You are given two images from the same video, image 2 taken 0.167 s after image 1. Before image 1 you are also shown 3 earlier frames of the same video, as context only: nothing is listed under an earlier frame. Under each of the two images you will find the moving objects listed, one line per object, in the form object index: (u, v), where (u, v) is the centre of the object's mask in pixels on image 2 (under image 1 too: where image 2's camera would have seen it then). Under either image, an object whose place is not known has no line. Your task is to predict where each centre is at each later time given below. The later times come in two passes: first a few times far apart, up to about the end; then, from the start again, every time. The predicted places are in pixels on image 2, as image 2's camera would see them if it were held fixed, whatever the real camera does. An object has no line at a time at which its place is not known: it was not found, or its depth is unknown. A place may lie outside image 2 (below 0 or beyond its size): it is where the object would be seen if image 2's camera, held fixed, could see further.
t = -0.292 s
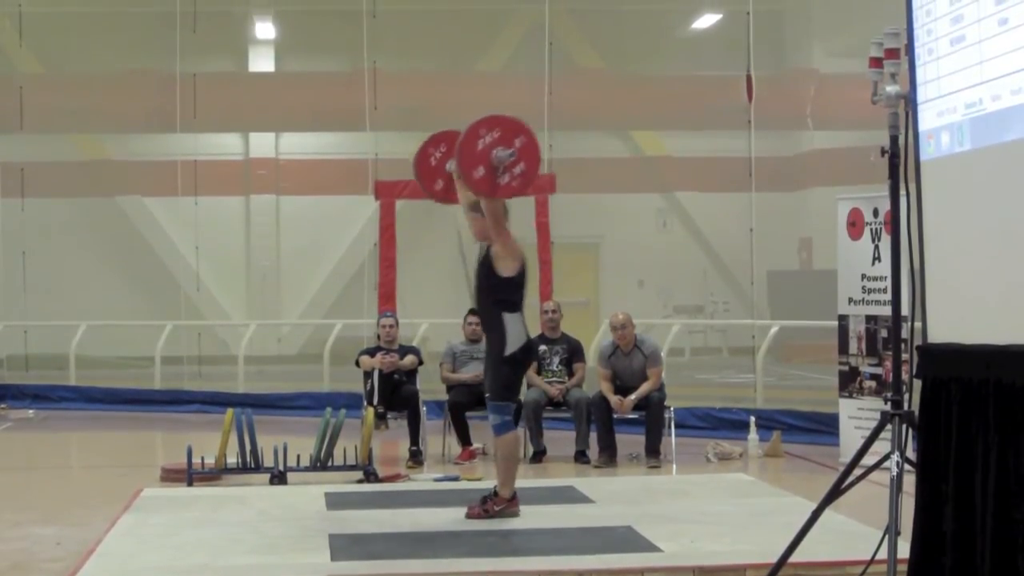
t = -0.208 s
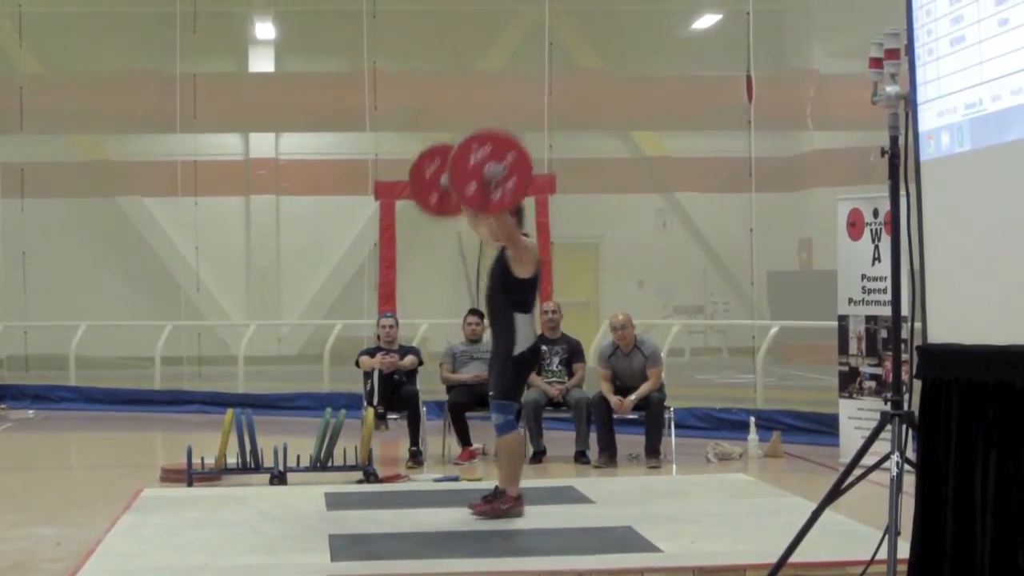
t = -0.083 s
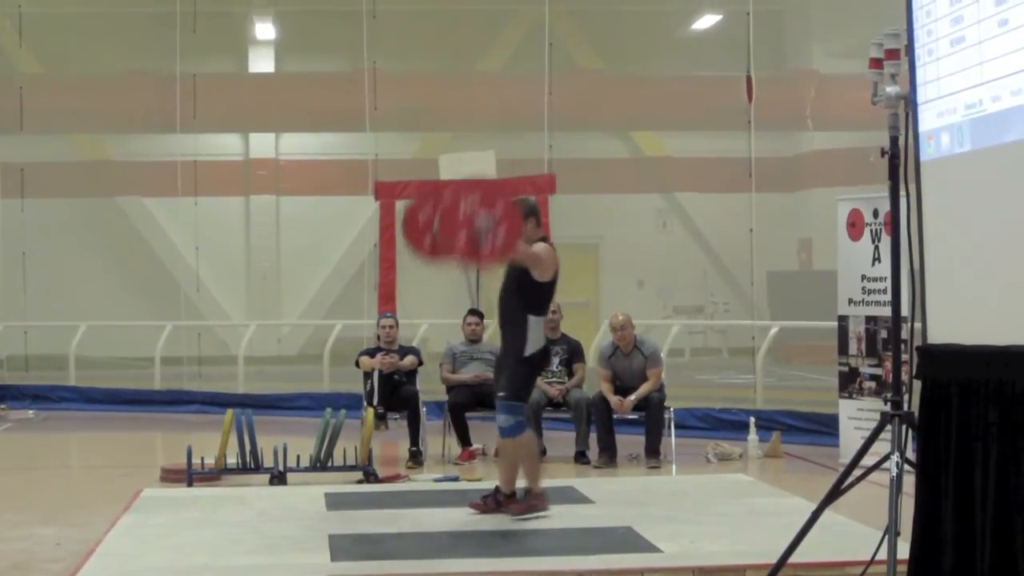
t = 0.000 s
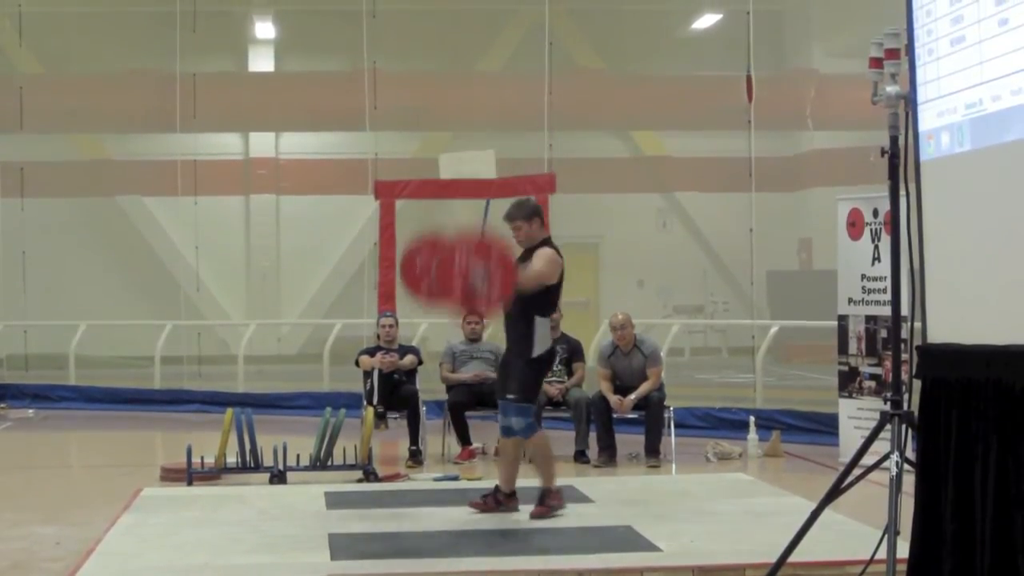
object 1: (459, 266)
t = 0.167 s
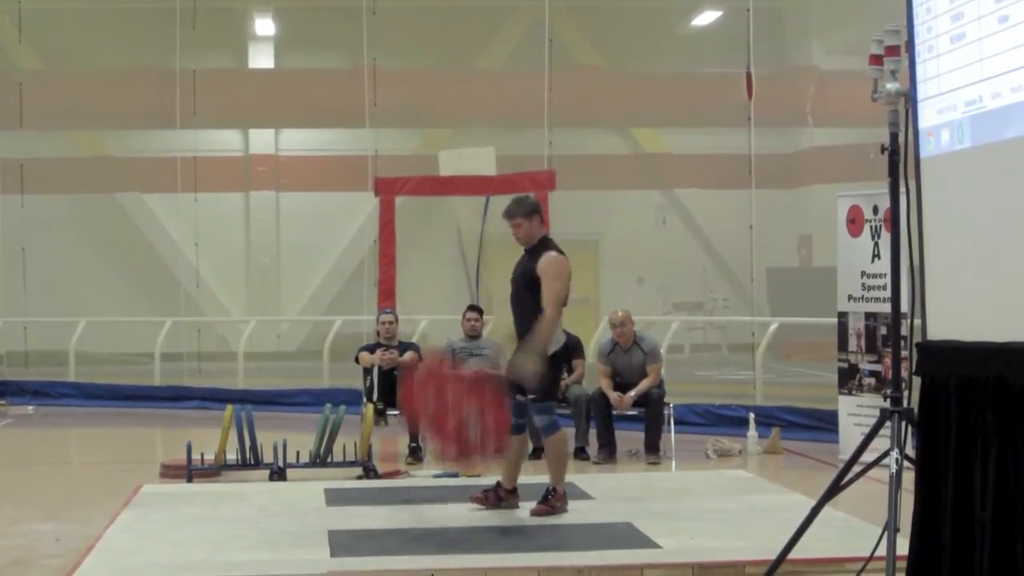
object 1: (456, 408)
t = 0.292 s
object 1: (454, 455)
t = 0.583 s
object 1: (451, 392)
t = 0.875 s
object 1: (450, 478)
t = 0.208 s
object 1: (453, 449)
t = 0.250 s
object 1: (453, 474)
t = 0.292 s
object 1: (454, 455)
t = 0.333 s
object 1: (453, 435)
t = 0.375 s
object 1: (452, 421)
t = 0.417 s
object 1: (452, 410)
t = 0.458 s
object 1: (452, 401)
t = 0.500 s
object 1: (451, 395)
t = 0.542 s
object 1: (451, 392)
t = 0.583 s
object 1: (451, 392)
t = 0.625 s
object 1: (450, 394)
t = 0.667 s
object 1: (451, 401)
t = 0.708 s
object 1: (450, 409)
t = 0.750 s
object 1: (450, 421)
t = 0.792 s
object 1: (450, 436)
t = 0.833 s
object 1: (449, 456)
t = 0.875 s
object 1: (450, 478)
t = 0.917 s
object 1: (450, 472)
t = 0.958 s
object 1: (450, 463)
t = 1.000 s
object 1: (450, 457)
